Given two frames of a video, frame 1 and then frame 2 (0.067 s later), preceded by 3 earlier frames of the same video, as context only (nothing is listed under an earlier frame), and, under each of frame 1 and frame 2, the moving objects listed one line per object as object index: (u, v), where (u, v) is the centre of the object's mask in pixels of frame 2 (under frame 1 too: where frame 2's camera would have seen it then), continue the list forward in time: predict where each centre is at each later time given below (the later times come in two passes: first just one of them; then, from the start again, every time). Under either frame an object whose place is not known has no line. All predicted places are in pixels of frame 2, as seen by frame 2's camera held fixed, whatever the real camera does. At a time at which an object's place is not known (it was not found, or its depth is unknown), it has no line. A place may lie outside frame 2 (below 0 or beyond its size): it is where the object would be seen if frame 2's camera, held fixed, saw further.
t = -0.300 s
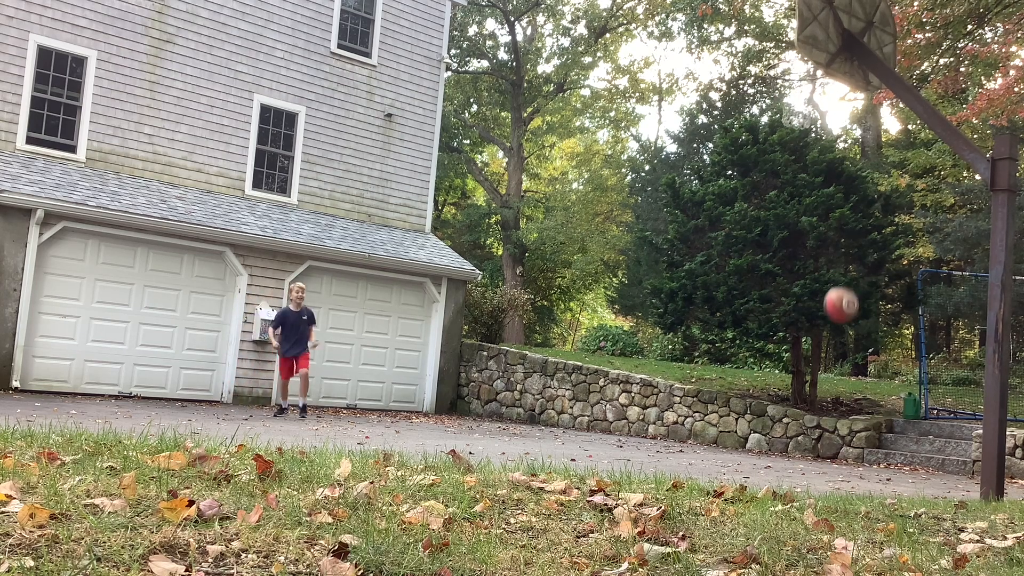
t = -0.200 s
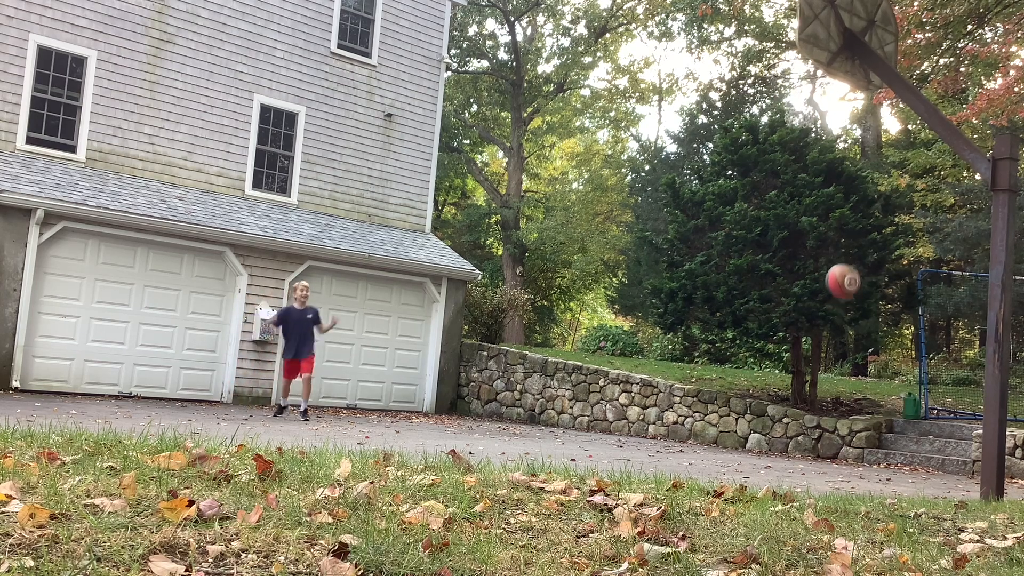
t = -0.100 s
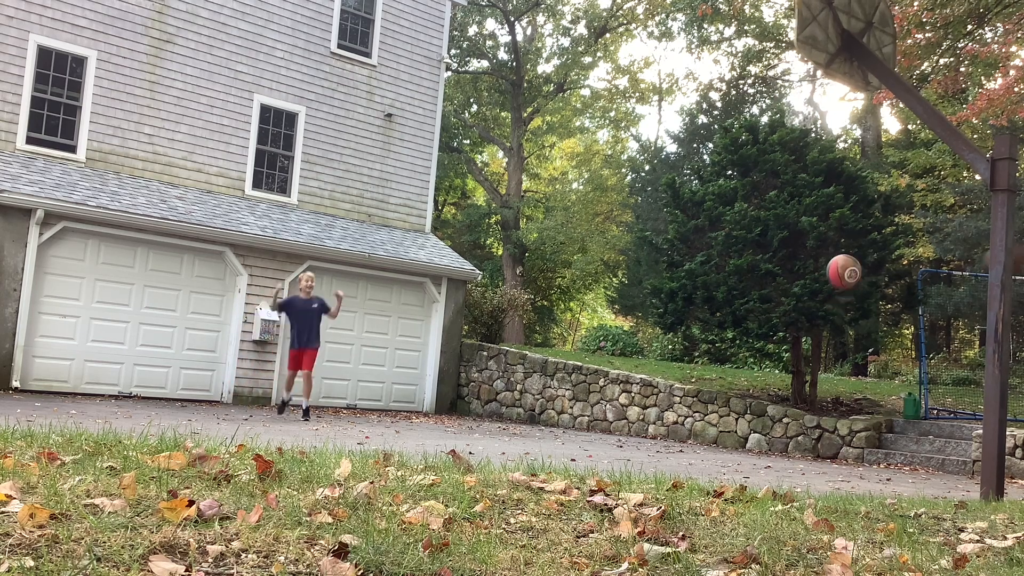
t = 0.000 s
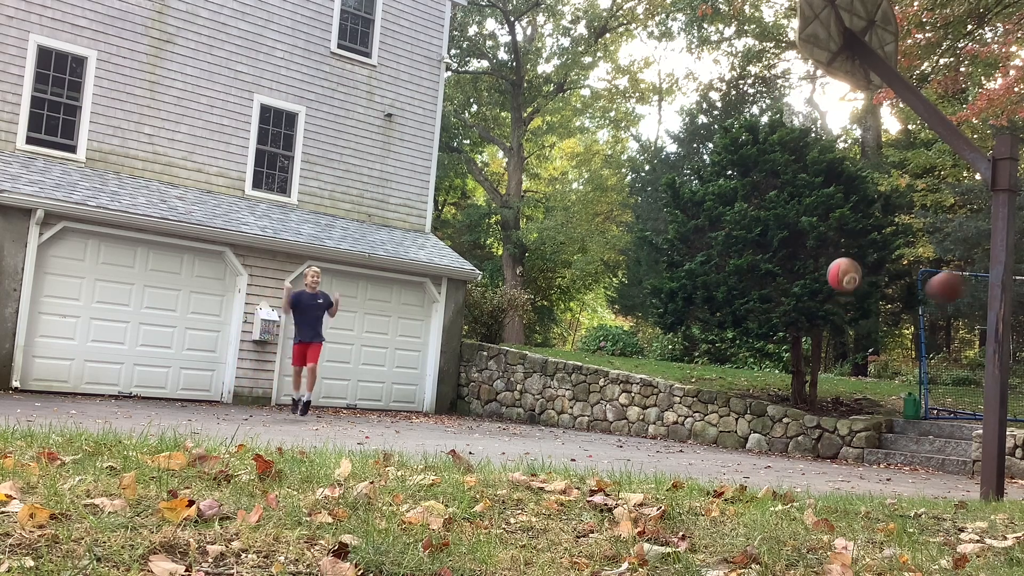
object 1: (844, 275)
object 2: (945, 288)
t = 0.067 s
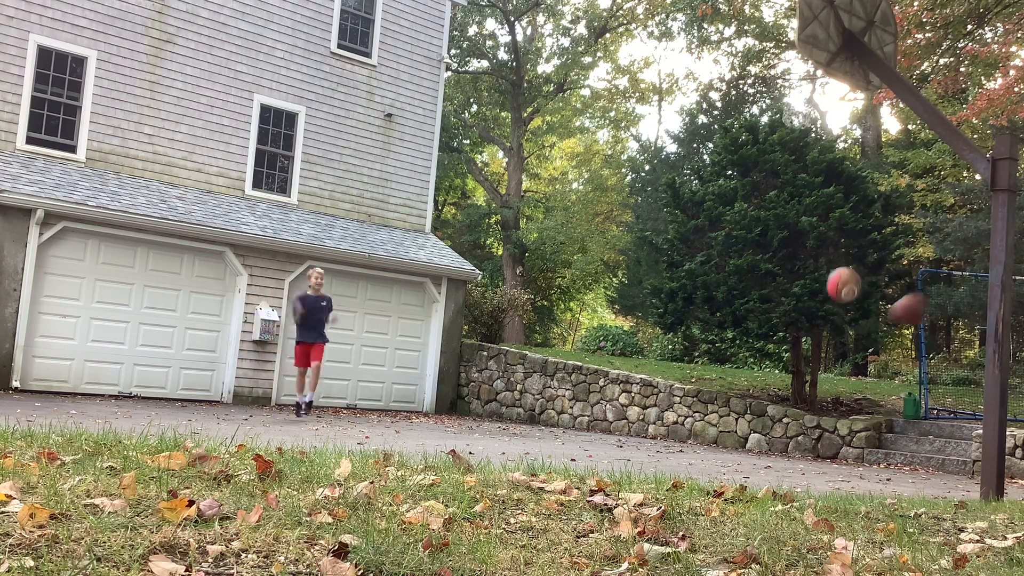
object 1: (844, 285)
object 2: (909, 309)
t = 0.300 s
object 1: (841, 371)
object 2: (783, 438)
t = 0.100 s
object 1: (844, 292)
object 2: (891, 324)
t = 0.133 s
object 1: (843, 301)
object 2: (872, 341)
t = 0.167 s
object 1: (843, 312)
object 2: (855, 358)
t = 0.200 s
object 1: (842, 324)
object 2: (837, 375)
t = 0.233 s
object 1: (842, 338)
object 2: (817, 396)
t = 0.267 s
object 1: (841, 354)
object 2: (803, 413)
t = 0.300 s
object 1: (841, 371)
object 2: (783, 438)
